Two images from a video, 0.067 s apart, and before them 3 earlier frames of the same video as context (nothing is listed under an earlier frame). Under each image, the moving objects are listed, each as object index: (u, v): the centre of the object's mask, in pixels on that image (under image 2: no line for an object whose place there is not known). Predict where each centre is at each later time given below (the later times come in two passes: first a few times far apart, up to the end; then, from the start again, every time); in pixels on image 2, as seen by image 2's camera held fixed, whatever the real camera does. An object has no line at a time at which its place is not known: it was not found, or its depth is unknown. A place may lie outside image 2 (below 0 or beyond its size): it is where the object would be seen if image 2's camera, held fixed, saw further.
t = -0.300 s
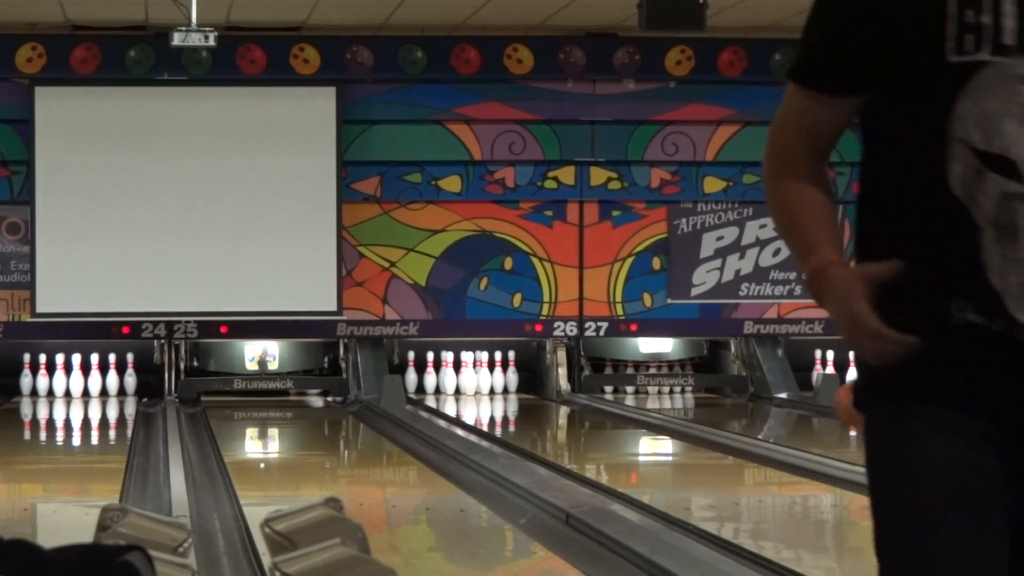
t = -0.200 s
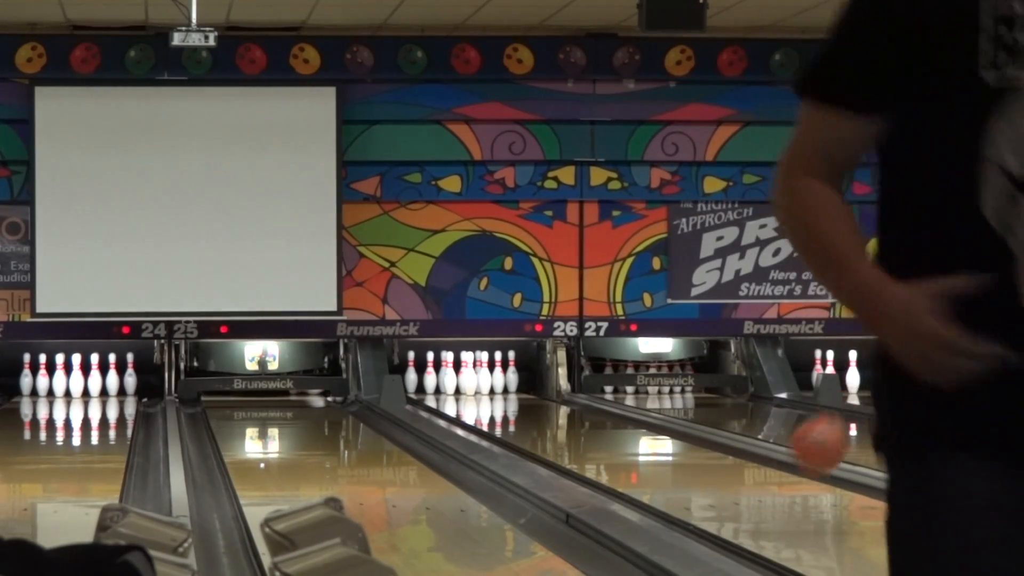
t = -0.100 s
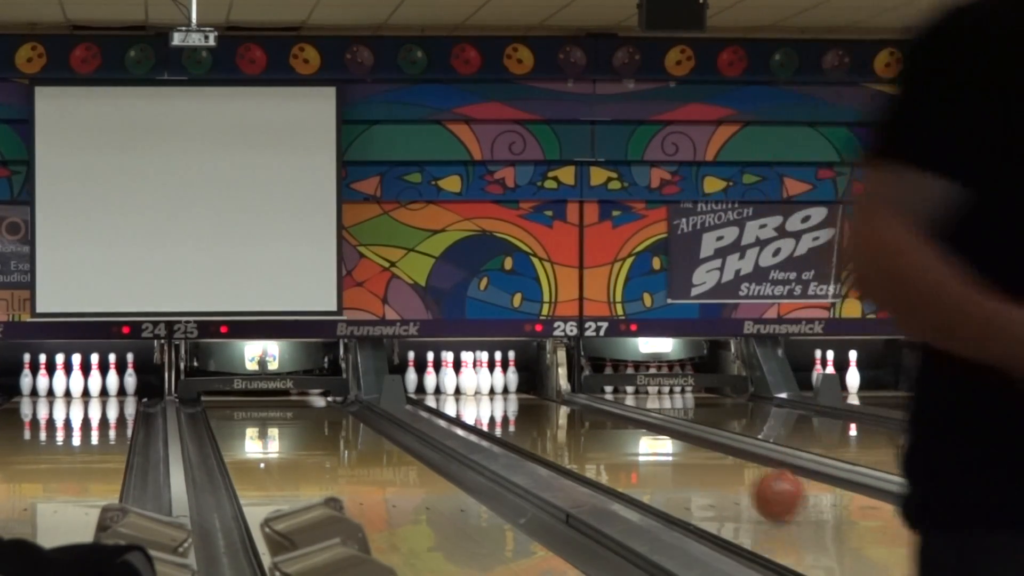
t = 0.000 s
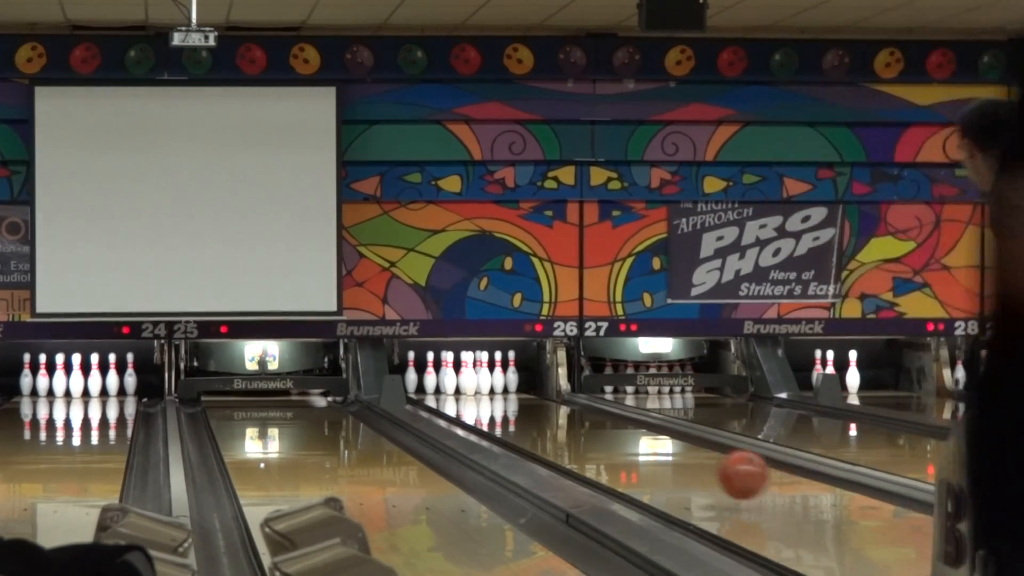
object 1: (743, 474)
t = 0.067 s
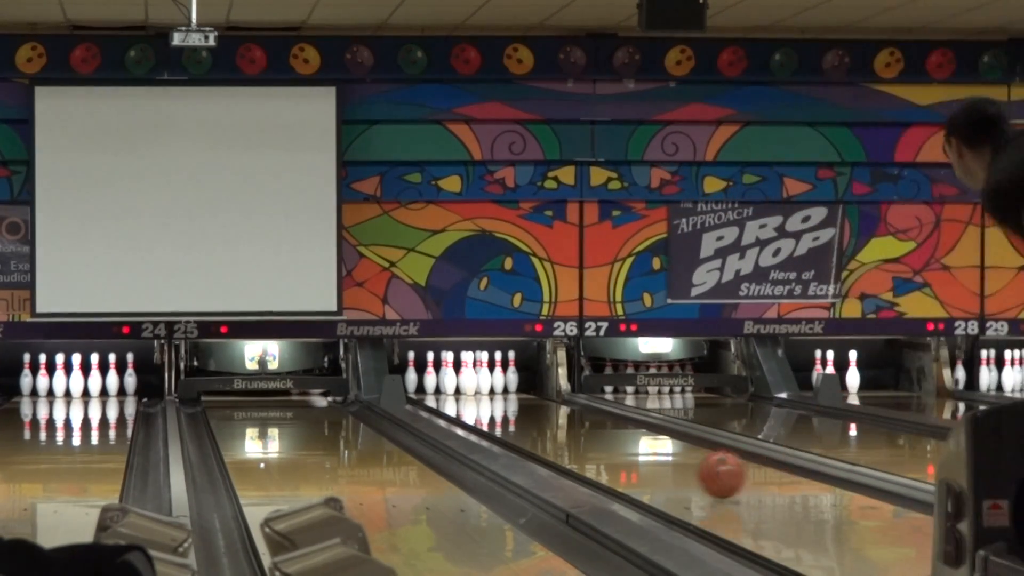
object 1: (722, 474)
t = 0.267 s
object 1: (667, 459)
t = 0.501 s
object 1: (615, 441)
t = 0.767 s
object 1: (570, 426)
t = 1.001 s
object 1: (536, 414)
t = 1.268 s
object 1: (509, 404)
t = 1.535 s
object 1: (489, 394)
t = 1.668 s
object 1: (483, 390)
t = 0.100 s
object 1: (712, 474)
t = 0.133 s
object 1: (702, 470)
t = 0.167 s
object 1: (693, 467)
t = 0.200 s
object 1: (684, 465)
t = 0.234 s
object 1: (675, 462)
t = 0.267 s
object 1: (667, 459)
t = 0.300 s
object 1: (658, 457)
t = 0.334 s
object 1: (649, 453)
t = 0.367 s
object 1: (642, 451)
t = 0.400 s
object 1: (634, 448)
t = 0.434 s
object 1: (628, 446)
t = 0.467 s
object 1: (621, 443)
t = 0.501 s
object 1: (615, 441)
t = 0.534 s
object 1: (608, 439)
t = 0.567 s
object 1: (602, 437)
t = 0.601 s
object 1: (597, 435)
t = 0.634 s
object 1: (590, 433)
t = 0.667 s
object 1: (585, 431)
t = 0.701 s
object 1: (580, 430)
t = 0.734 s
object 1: (574, 428)
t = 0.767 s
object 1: (570, 426)
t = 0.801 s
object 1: (564, 424)
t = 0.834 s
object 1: (560, 423)
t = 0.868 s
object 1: (555, 420)
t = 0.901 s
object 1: (549, 419)
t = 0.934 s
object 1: (545, 417)
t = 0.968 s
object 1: (542, 416)
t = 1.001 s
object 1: (536, 414)
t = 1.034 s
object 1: (534, 413)
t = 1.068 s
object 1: (531, 411)
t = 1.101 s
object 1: (526, 410)
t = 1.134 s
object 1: (522, 409)
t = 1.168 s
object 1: (518, 408)
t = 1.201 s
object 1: (515, 406)
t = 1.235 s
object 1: (512, 405)
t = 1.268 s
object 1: (509, 404)
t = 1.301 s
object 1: (505, 403)
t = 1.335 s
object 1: (503, 401)
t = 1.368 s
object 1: (500, 400)
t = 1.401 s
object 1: (498, 399)
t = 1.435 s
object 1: (495, 398)
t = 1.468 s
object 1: (493, 397)
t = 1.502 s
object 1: (492, 395)
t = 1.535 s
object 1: (489, 394)
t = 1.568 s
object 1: (488, 393)
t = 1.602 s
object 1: (486, 392)
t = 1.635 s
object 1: (485, 391)
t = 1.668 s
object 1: (483, 390)
